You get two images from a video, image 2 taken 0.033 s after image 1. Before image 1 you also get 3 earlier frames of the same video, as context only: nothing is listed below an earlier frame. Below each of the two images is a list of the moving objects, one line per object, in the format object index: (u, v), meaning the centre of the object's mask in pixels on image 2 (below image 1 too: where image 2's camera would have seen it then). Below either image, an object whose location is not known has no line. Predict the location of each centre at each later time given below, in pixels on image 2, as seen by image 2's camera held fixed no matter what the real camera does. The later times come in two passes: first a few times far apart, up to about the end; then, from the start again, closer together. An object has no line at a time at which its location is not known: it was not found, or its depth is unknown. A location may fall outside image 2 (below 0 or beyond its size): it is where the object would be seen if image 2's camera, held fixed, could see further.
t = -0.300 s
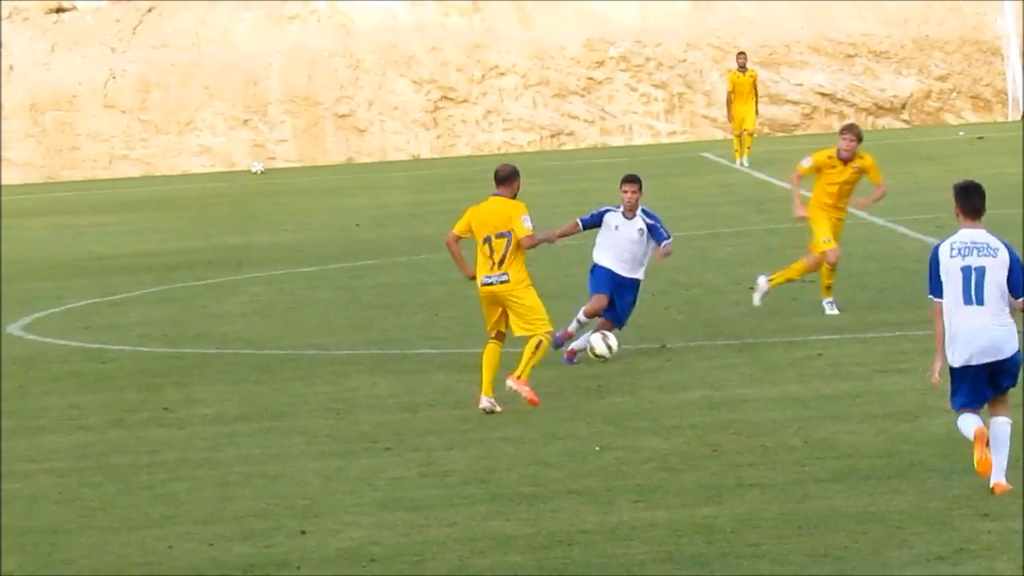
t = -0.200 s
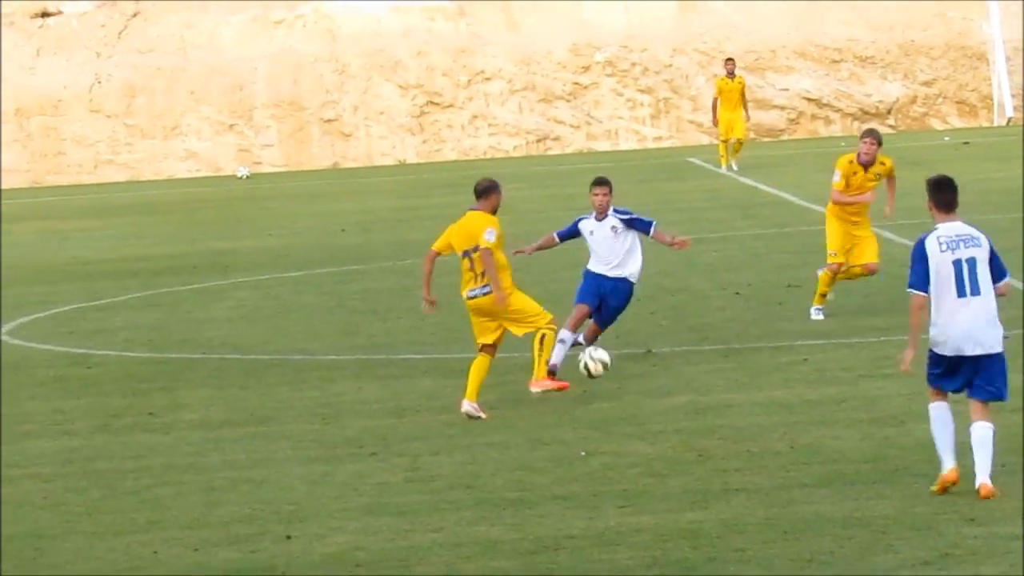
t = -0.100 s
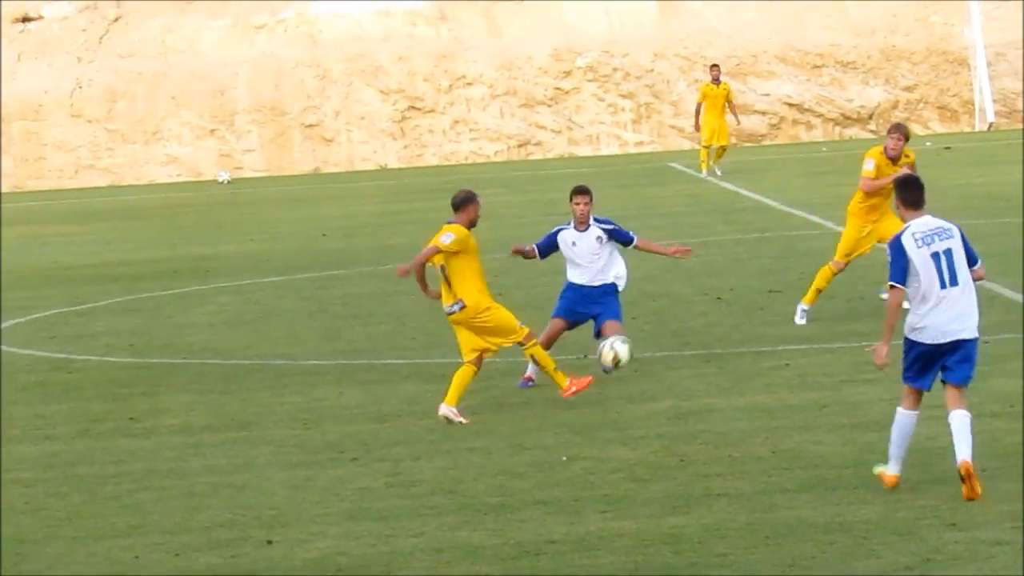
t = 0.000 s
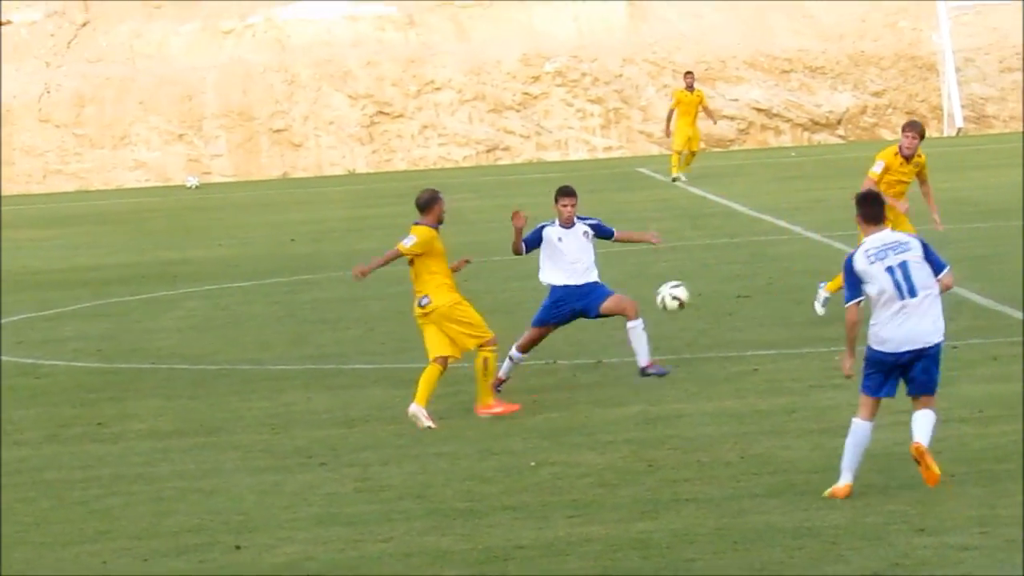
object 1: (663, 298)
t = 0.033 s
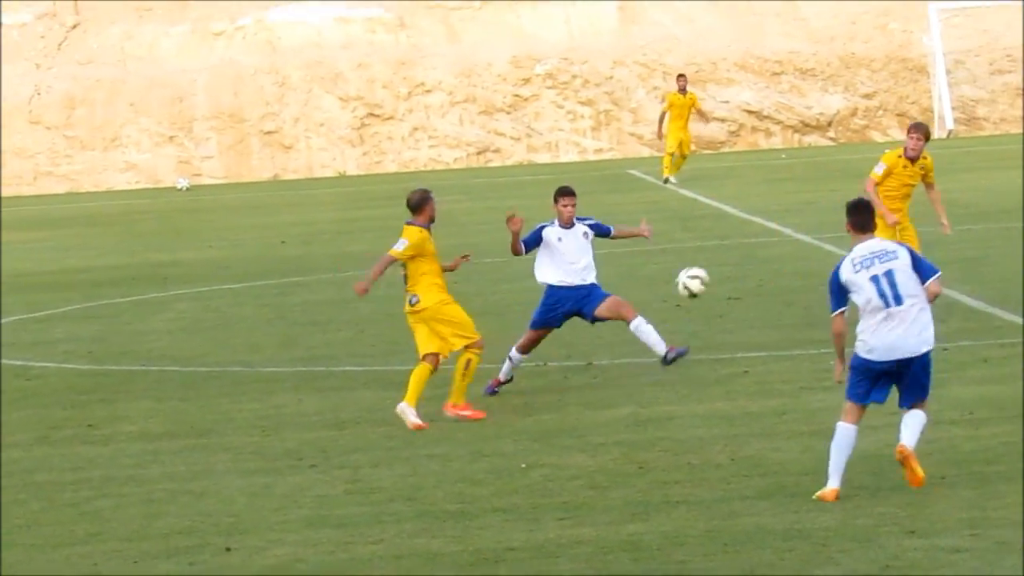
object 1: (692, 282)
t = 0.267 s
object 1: (883, 215)
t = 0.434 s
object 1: (1020, 214)
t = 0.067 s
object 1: (720, 267)
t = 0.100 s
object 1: (748, 254)
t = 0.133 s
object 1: (776, 244)
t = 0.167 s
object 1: (804, 234)
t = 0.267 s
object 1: (883, 215)
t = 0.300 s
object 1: (902, 212)
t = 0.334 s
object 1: (948, 209)
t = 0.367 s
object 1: (967, 210)
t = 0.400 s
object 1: (994, 212)
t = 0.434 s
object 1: (1020, 214)
